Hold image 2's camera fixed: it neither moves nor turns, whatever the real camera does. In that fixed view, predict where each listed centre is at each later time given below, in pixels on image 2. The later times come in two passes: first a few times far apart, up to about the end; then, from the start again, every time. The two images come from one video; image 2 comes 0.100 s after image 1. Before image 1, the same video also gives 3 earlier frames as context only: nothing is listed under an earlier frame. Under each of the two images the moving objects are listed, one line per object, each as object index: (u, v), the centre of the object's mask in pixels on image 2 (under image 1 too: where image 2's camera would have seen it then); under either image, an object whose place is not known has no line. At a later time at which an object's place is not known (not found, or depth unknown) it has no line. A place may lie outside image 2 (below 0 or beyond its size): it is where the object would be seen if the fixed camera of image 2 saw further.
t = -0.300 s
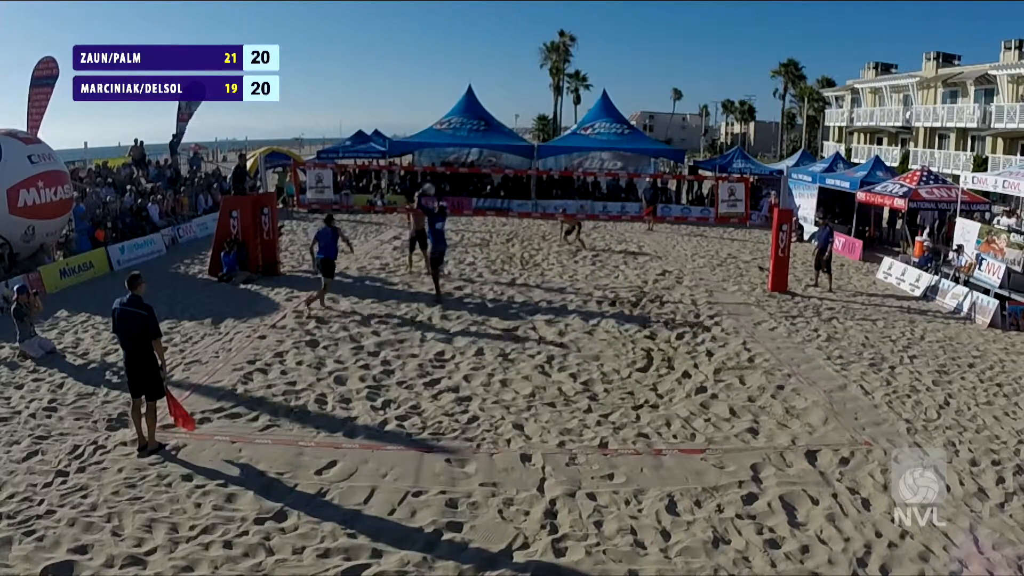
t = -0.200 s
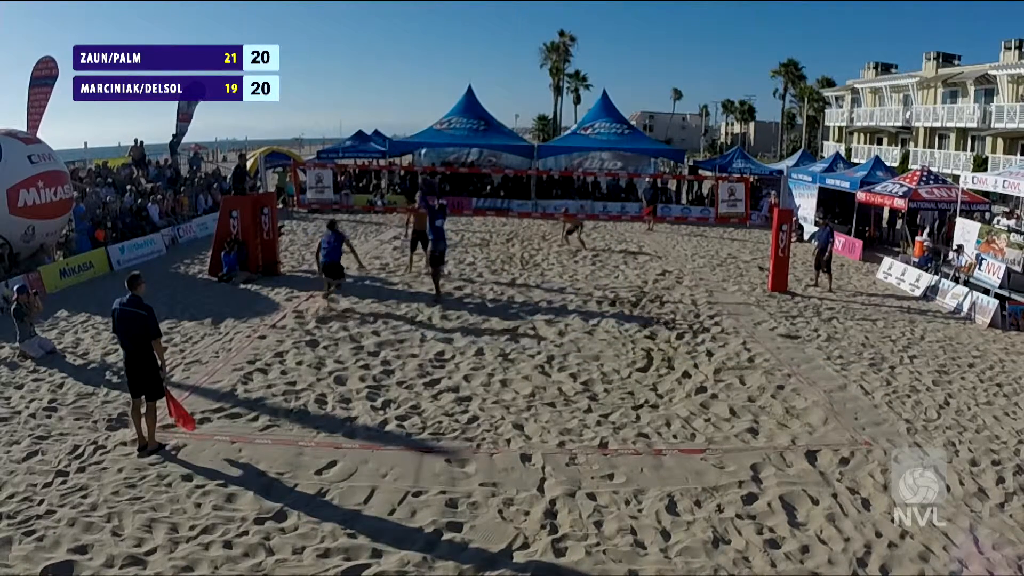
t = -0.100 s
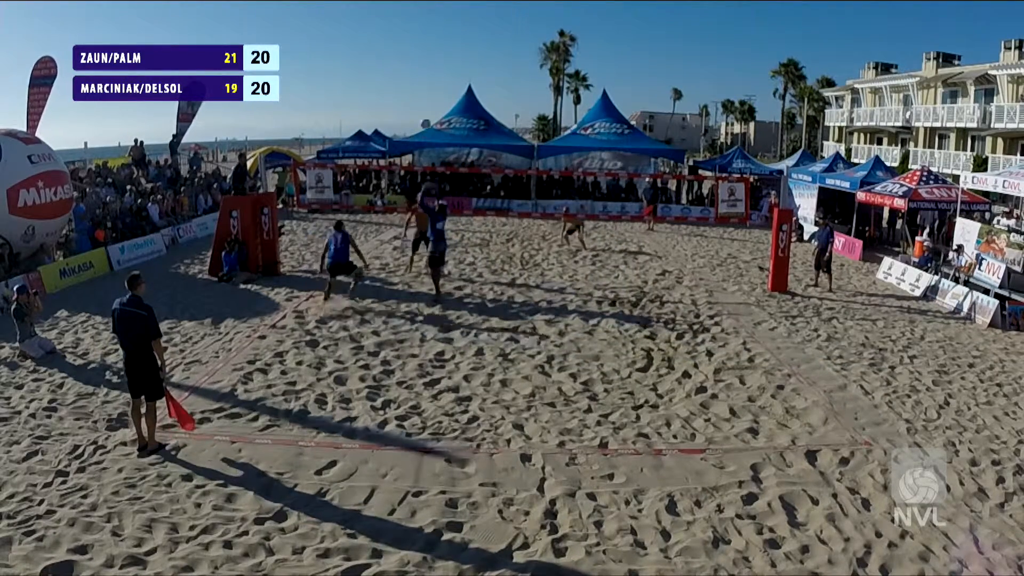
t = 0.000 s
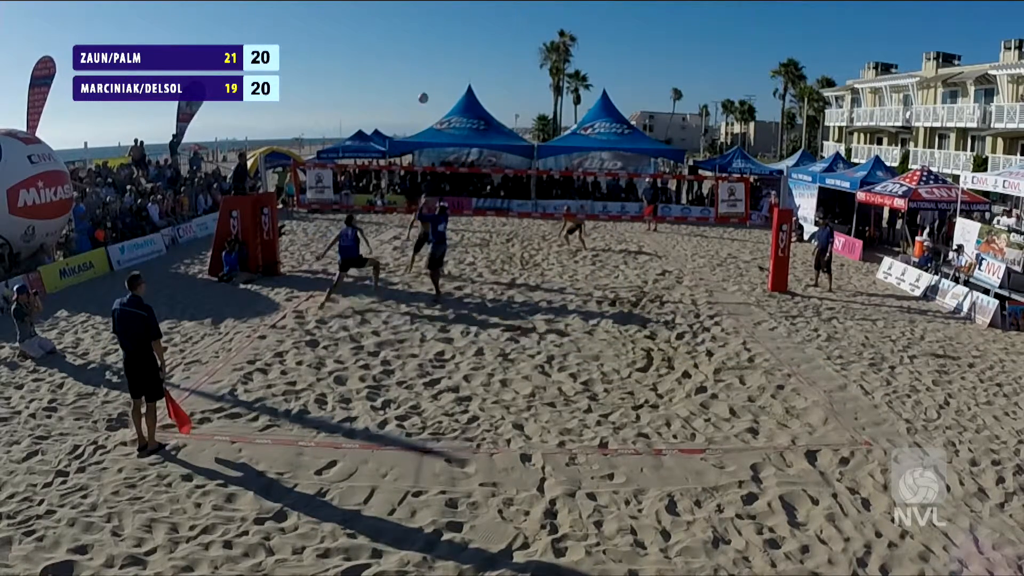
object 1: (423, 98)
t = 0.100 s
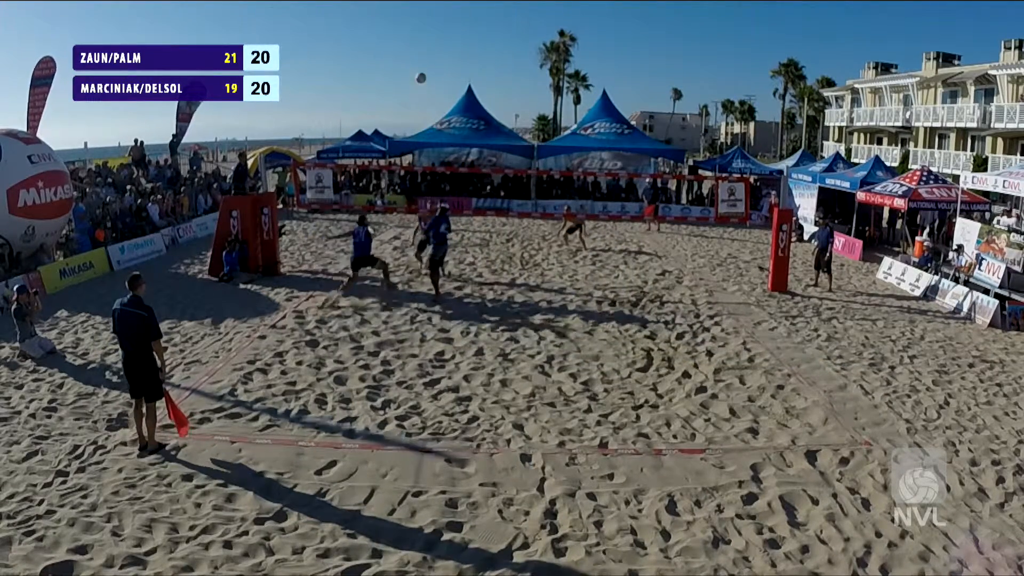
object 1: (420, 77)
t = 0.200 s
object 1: (418, 62)
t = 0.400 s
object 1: (415, 48)
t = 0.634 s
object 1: (411, 55)
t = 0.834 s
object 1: (409, 84)
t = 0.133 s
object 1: (420, 72)
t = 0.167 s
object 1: (419, 67)
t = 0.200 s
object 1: (418, 62)
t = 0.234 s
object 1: (418, 59)
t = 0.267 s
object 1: (417, 55)
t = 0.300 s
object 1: (416, 52)
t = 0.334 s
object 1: (416, 50)
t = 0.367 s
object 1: (415, 49)
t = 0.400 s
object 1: (415, 48)
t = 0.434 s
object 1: (414, 47)
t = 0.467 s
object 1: (413, 47)
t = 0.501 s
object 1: (413, 47)
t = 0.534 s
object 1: (412, 49)
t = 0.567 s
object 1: (412, 50)
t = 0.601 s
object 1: (411, 52)
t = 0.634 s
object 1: (411, 55)
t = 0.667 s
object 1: (410, 58)
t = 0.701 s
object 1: (410, 62)
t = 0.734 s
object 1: (410, 67)
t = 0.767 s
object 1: (409, 72)
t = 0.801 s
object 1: (409, 77)
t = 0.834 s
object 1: (409, 84)
